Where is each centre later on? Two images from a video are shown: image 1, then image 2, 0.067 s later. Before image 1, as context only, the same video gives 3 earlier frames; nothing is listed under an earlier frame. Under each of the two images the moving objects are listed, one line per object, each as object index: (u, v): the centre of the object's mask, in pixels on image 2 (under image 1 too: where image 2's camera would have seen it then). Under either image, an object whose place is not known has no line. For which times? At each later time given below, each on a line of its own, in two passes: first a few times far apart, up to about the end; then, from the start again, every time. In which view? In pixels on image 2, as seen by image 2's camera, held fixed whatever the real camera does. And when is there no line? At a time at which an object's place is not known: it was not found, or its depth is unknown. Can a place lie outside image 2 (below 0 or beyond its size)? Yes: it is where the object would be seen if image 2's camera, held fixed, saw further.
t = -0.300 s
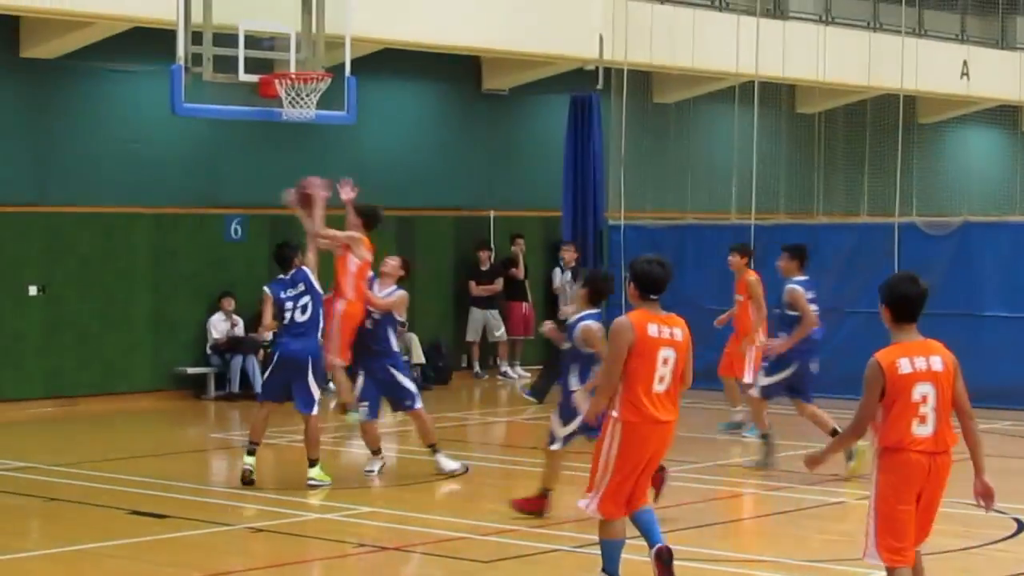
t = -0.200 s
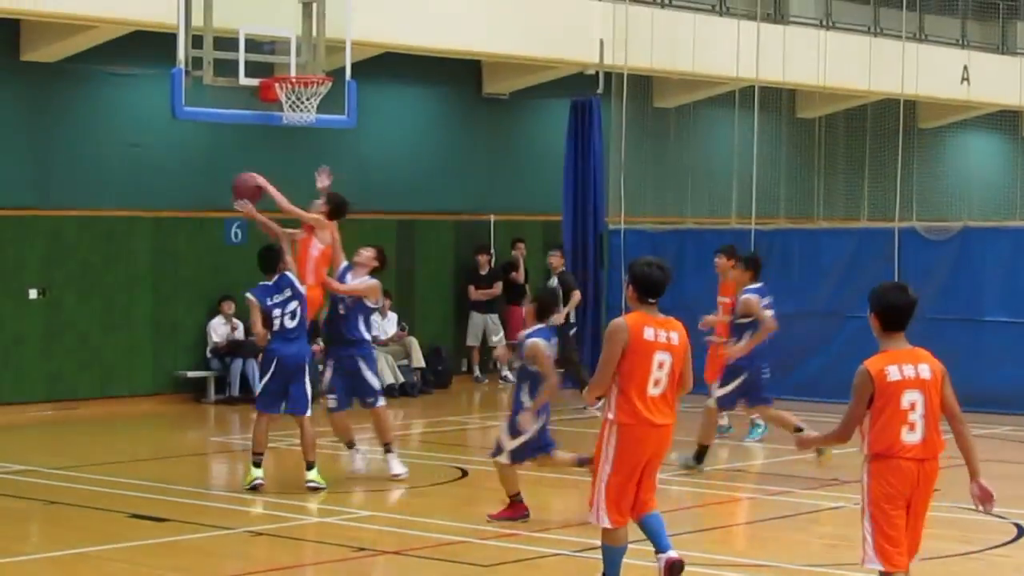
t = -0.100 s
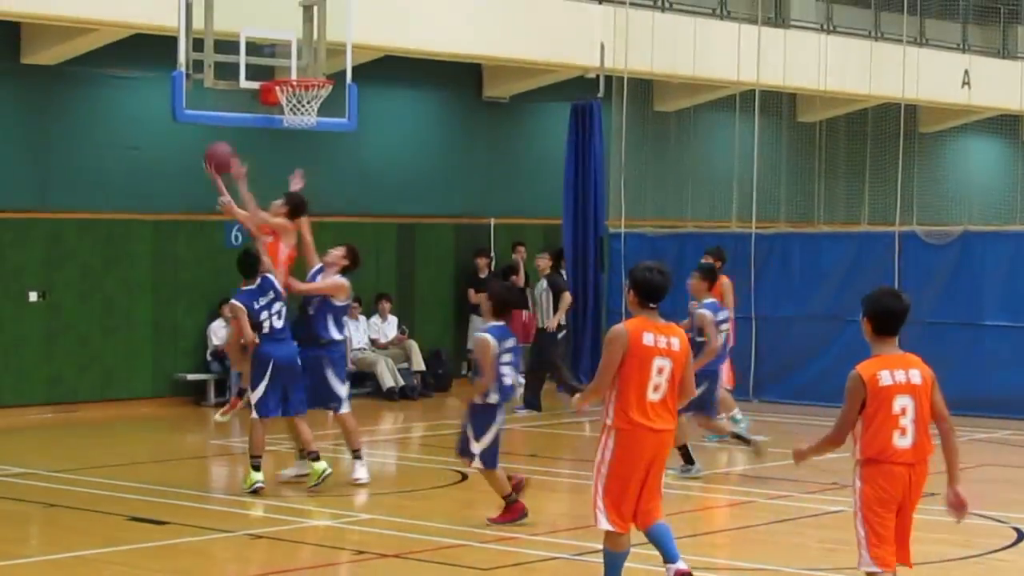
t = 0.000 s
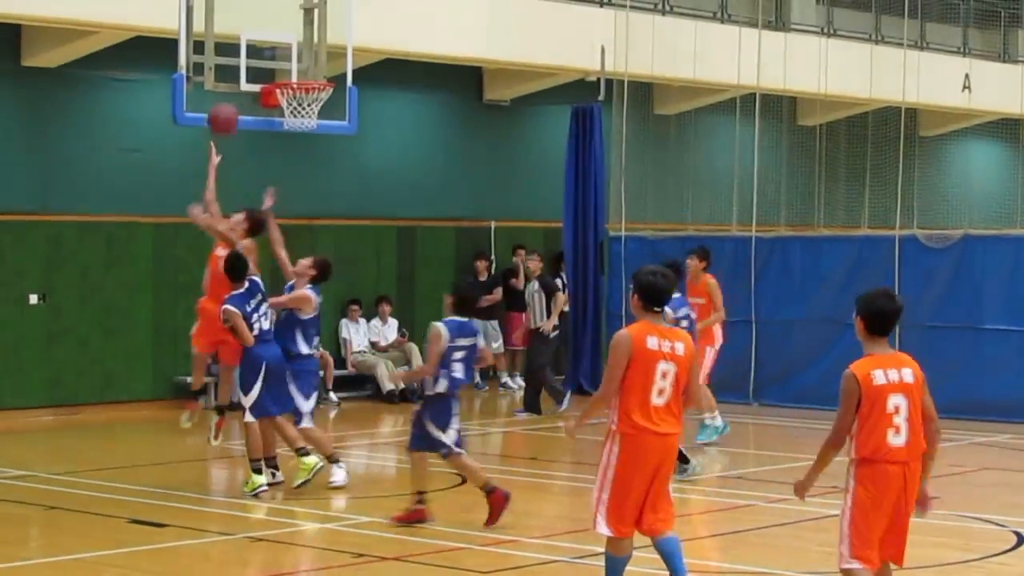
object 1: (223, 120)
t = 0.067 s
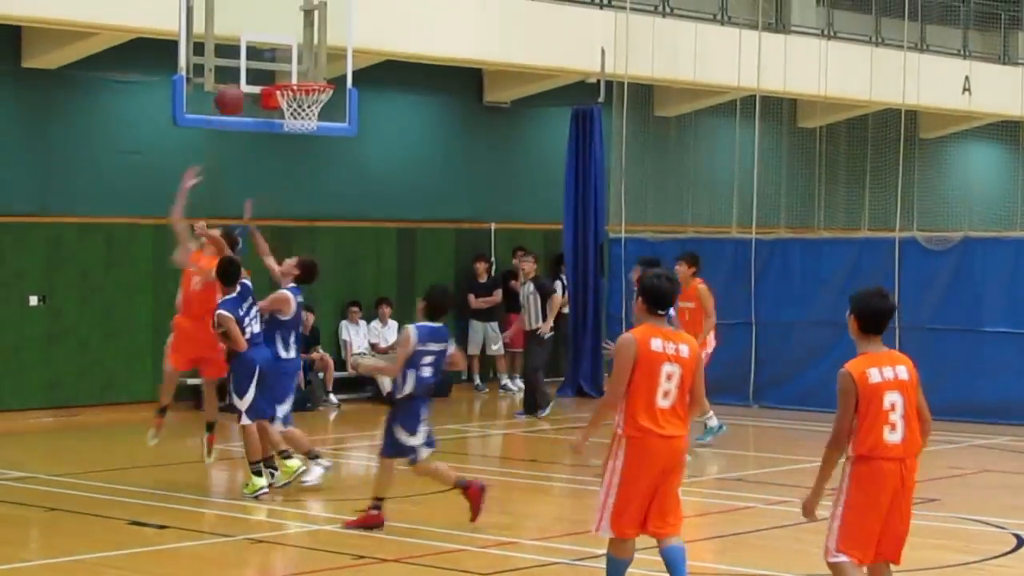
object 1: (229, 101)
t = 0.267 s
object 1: (251, 70)
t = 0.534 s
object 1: (275, 70)
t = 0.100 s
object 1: (232, 91)
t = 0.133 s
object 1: (236, 84)
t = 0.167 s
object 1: (239, 79)
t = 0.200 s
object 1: (241, 75)
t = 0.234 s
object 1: (245, 73)
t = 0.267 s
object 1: (251, 70)
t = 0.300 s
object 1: (258, 70)
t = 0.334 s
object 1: (265, 69)
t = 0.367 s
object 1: (268, 70)
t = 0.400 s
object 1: (269, 68)
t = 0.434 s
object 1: (271, 68)
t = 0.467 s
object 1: (272, 68)
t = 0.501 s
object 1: (274, 69)
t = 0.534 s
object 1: (275, 70)
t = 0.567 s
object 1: (278, 70)
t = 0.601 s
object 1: (281, 70)
